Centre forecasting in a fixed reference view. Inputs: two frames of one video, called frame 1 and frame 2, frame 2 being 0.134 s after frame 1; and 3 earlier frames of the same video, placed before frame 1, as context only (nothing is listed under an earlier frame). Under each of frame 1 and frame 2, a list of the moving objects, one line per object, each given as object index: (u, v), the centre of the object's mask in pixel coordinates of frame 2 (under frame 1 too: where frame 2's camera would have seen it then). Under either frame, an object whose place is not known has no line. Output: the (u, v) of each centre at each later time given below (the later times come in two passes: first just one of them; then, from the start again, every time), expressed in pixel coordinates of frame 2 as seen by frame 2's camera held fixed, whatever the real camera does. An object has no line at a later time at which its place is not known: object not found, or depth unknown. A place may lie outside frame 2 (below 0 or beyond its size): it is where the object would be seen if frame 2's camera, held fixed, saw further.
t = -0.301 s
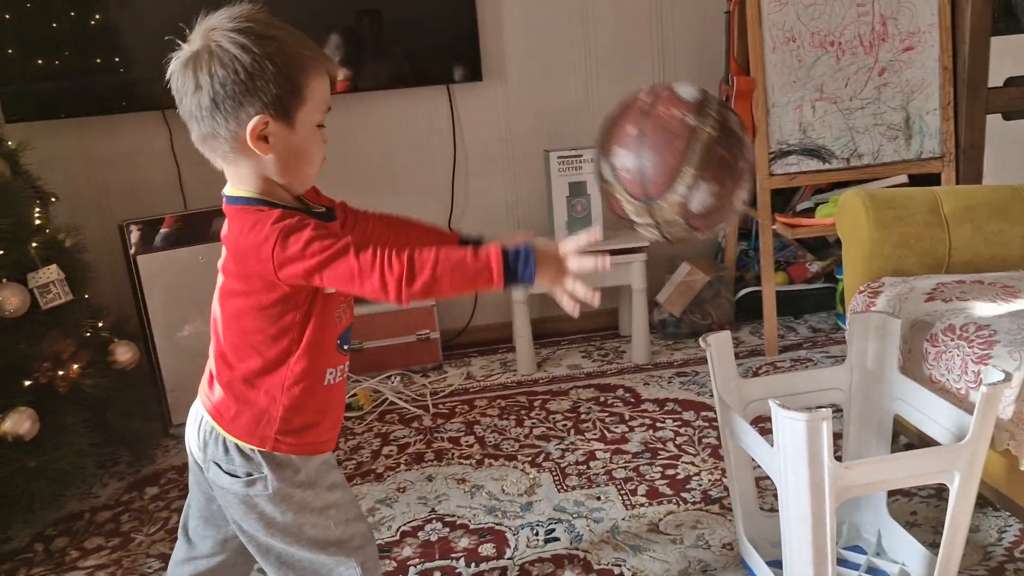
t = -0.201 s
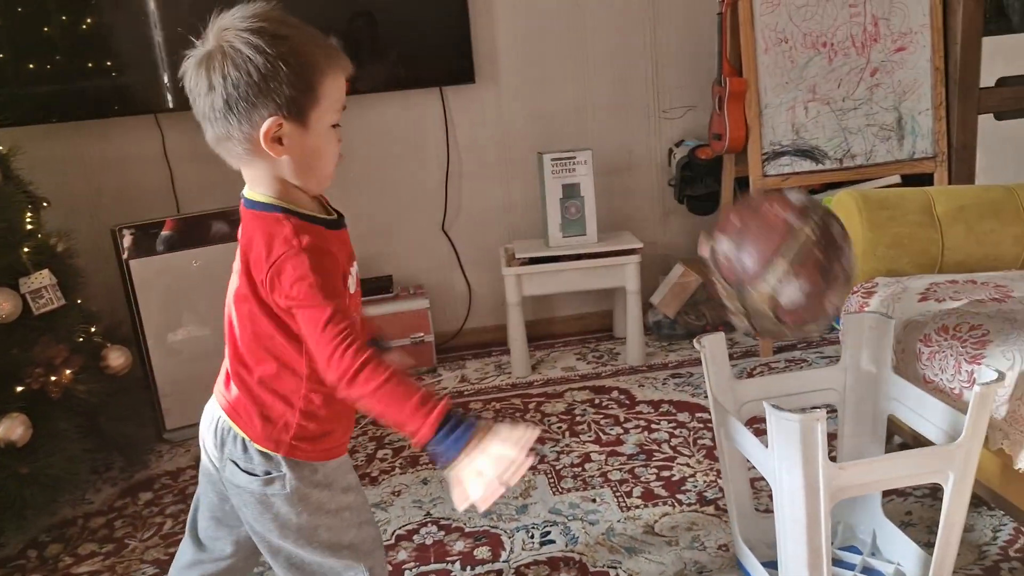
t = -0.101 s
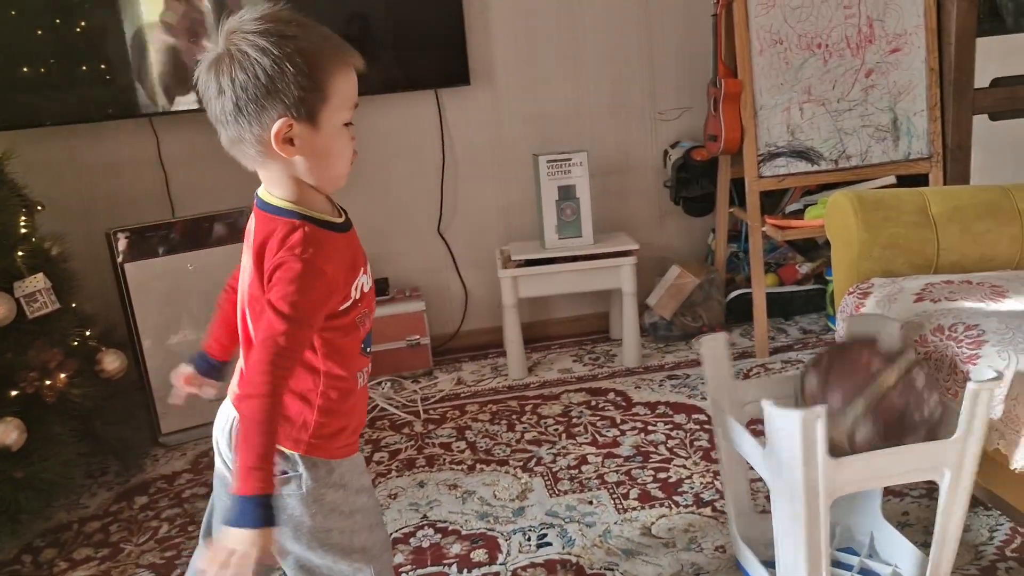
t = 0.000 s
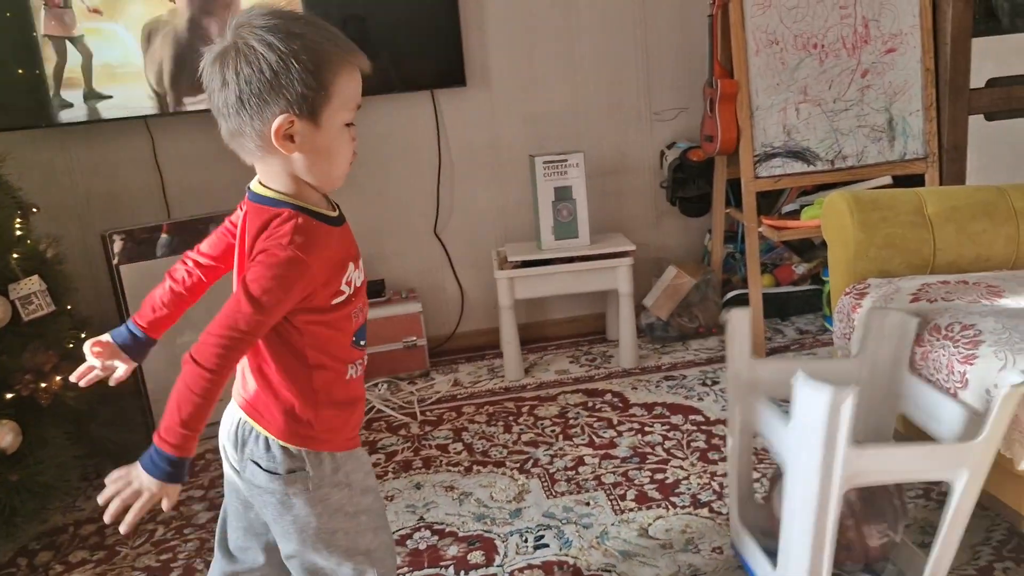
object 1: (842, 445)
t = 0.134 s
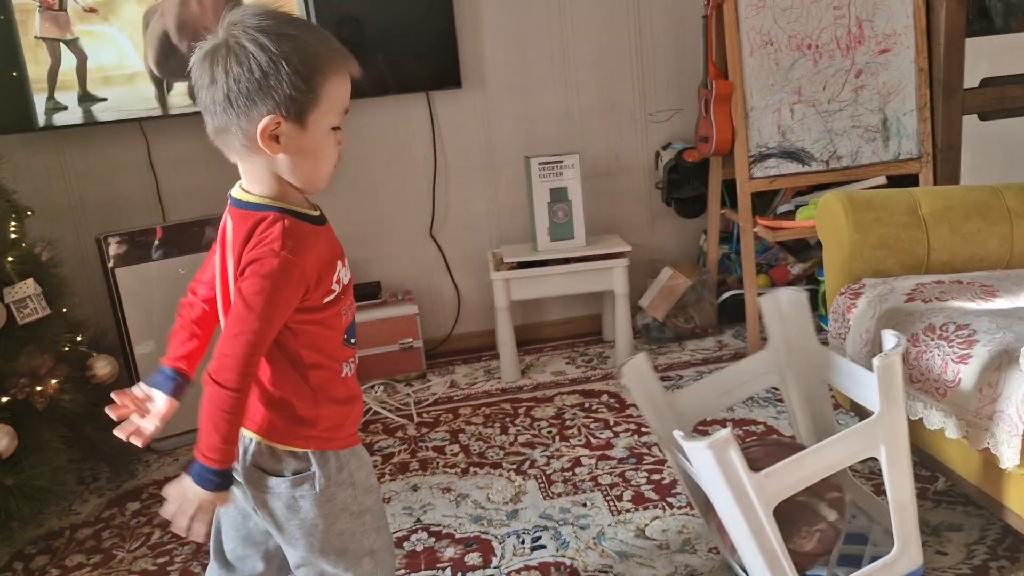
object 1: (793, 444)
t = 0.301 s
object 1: (738, 457)
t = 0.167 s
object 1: (786, 445)
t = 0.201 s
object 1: (774, 447)
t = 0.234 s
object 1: (761, 450)
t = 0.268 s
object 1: (750, 453)
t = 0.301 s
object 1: (738, 457)
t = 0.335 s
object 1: (724, 462)
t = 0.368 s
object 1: (710, 468)
